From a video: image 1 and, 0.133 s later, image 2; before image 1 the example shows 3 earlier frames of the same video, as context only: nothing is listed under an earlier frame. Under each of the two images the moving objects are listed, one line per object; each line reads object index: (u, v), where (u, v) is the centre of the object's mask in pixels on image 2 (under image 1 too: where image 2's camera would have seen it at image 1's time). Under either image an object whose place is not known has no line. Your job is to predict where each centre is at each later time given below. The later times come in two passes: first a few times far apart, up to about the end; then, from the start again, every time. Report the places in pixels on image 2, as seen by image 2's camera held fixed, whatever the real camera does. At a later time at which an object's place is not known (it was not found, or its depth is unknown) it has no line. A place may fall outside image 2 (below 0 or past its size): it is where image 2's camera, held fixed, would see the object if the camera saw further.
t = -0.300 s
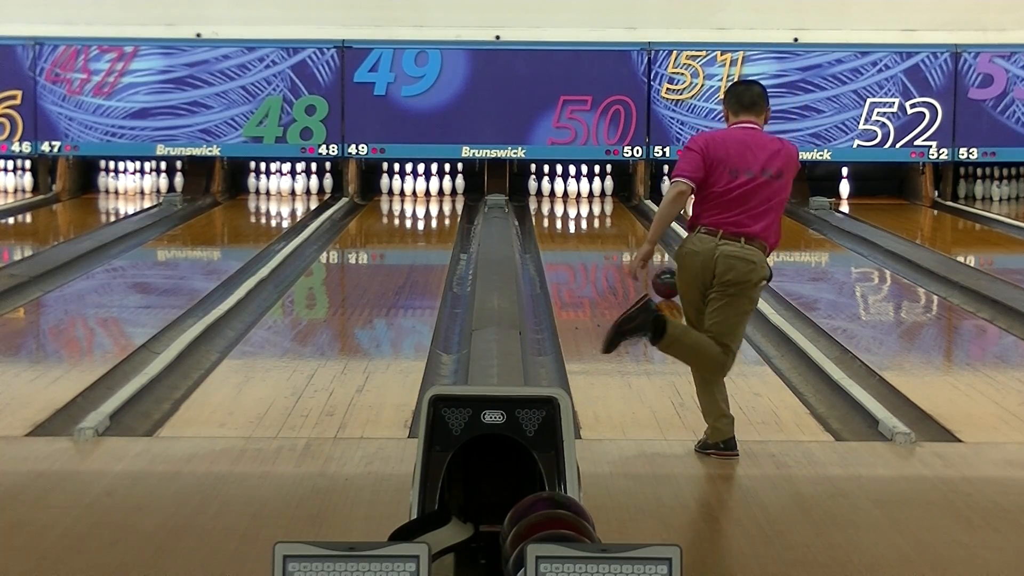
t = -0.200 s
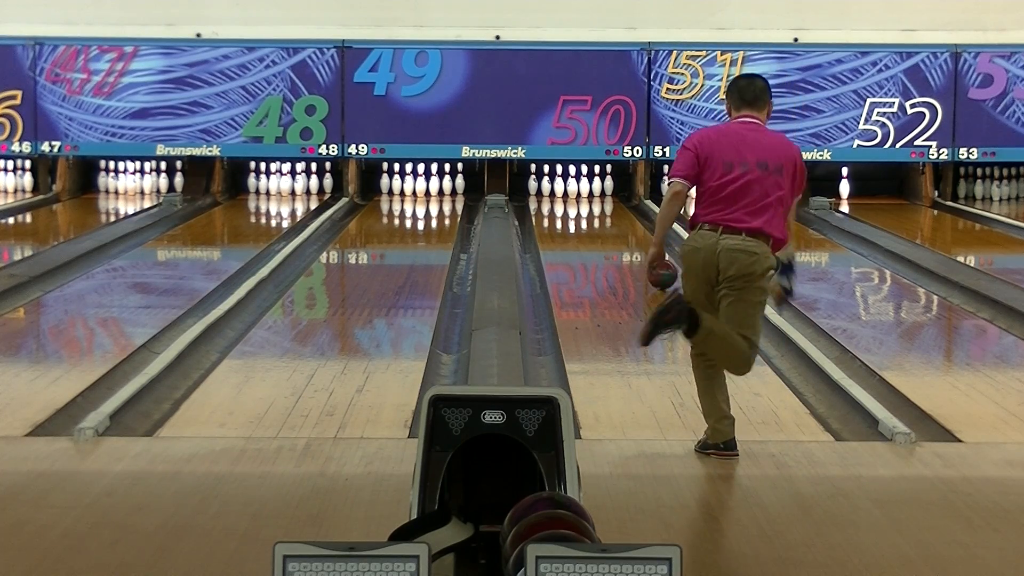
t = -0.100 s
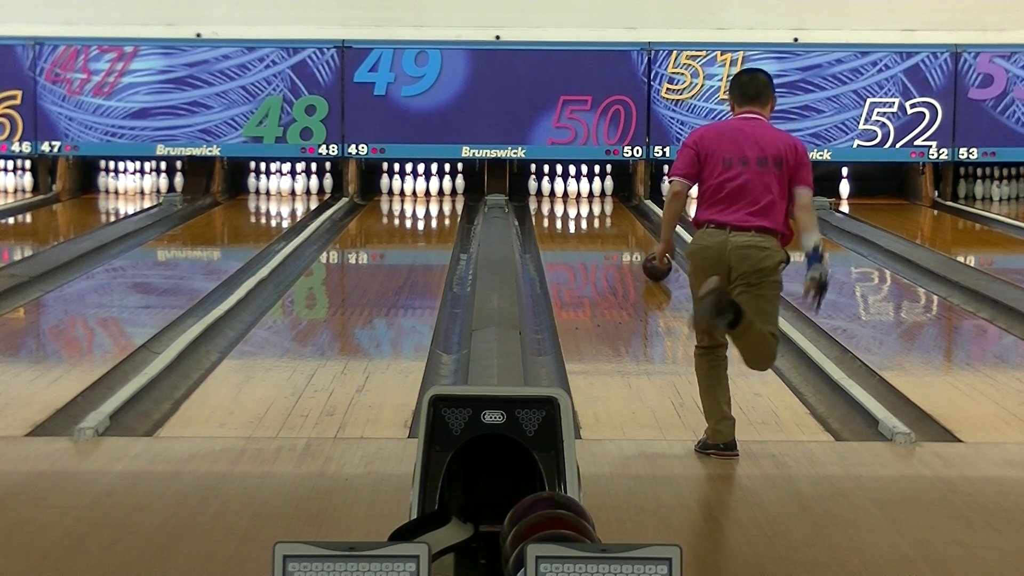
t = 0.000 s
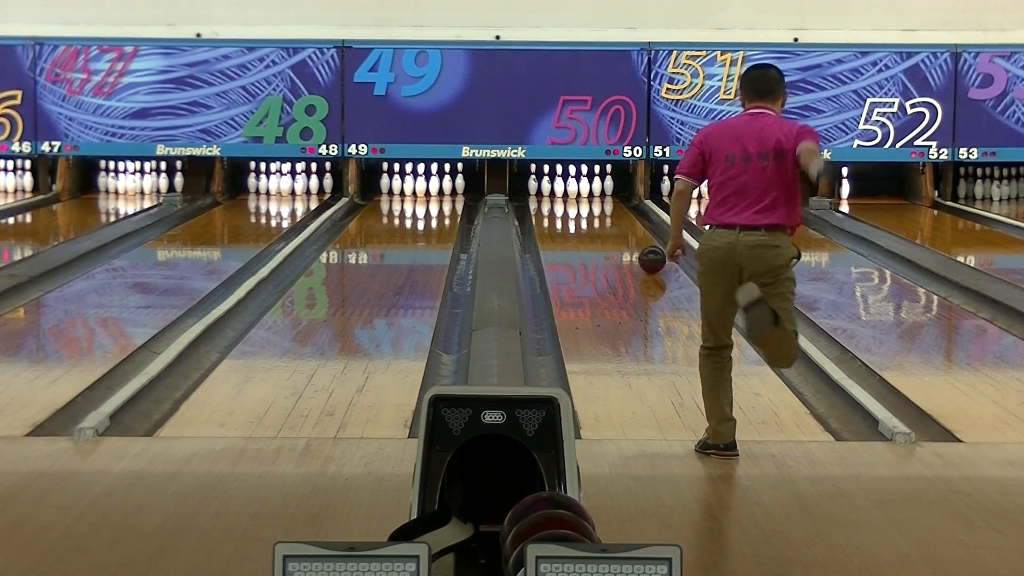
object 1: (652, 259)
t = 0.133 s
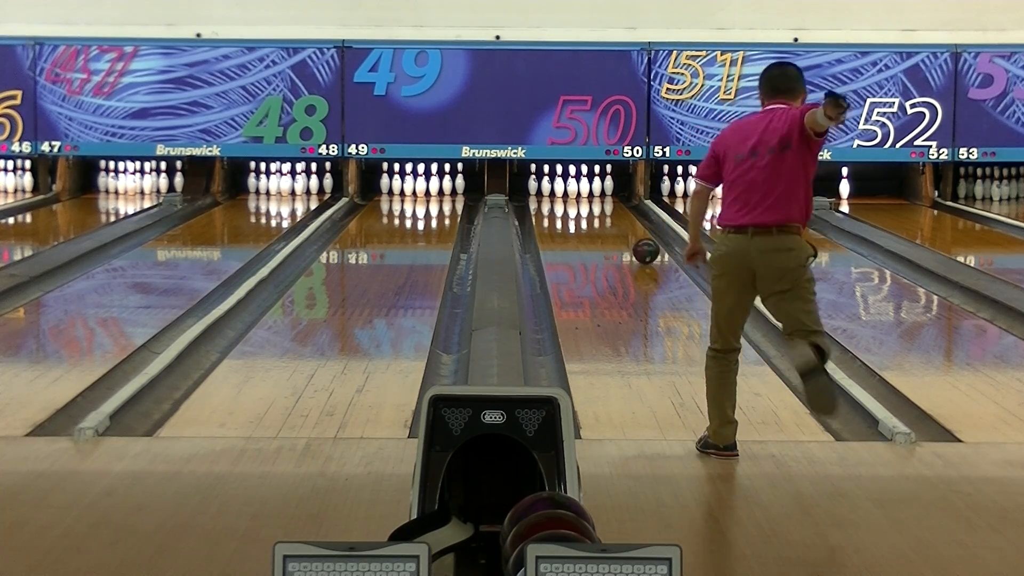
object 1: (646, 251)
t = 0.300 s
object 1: (639, 241)
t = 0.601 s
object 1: (627, 226)
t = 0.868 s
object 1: (617, 214)
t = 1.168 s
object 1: (605, 204)
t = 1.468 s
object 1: (592, 195)
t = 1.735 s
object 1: (580, 190)
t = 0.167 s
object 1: (644, 249)
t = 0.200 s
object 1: (643, 247)
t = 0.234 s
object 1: (642, 245)
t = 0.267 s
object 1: (640, 243)
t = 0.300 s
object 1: (639, 241)
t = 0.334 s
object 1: (638, 239)
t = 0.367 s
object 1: (636, 237)
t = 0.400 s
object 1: (635, 235)
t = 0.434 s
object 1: (634, 234)
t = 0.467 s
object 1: (632, 232)
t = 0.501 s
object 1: (631, 230)
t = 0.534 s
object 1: (630, 229)
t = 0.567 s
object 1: (628, 227)
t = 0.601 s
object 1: (627, 226)
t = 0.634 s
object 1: (626, 224)
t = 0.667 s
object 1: (625, 223)
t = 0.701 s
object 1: (623, 221)
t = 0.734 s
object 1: (622, 219)
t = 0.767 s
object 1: (620, 218)
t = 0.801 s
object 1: (619, 216)
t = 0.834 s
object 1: (618, 216)
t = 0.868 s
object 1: (617, 214)
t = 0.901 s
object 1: (615, 213)
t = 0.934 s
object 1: (614, 212)
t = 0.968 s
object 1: (613, 210)
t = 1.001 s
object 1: (612, 209)
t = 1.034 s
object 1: (610, 208)
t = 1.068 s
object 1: (609, 206)
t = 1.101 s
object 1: (608, 206)
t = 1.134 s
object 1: (606, 205)
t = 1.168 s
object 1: (605, 204)
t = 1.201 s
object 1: (604, 203)
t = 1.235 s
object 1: (602, 202)
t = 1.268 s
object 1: (601, 201)
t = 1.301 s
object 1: (599, 200)
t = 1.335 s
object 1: (598, 199)
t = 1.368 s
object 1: (596, 198)
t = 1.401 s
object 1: (595, 197)
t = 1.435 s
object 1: (594, 196)
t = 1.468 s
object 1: (592, 195)
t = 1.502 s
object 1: (590, 195)
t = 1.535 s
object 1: (588, 194)
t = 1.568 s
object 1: (587, 193)
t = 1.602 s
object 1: (585, 192)
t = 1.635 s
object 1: (584, 192)
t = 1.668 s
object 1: (582, 191)
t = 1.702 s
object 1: (580, 190)
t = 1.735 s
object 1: (580, 190)
